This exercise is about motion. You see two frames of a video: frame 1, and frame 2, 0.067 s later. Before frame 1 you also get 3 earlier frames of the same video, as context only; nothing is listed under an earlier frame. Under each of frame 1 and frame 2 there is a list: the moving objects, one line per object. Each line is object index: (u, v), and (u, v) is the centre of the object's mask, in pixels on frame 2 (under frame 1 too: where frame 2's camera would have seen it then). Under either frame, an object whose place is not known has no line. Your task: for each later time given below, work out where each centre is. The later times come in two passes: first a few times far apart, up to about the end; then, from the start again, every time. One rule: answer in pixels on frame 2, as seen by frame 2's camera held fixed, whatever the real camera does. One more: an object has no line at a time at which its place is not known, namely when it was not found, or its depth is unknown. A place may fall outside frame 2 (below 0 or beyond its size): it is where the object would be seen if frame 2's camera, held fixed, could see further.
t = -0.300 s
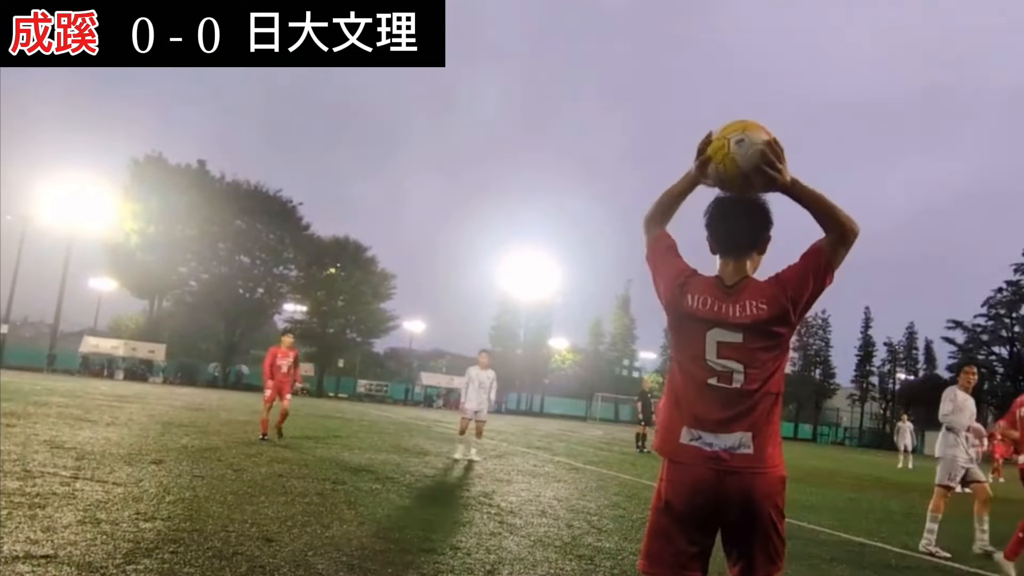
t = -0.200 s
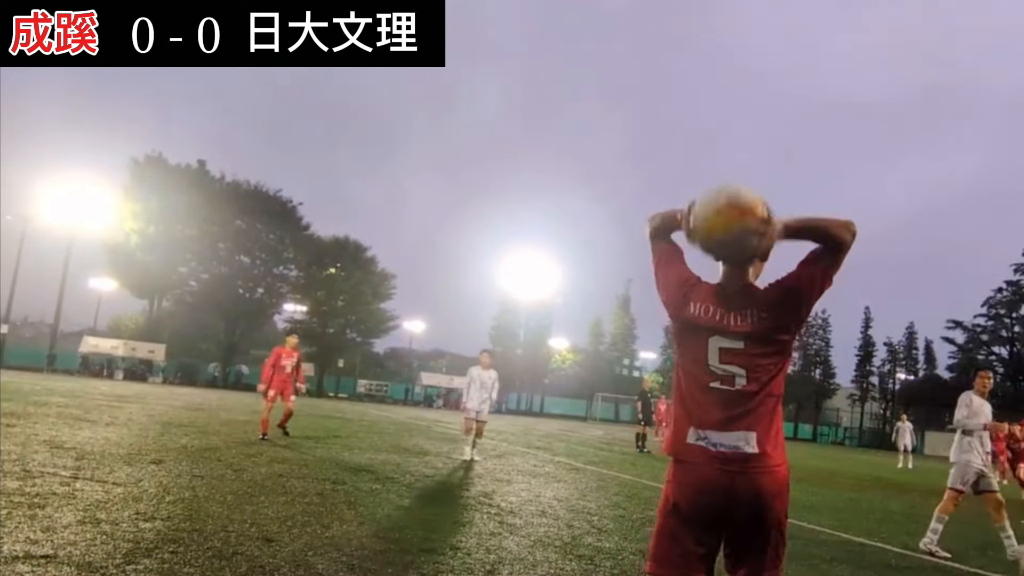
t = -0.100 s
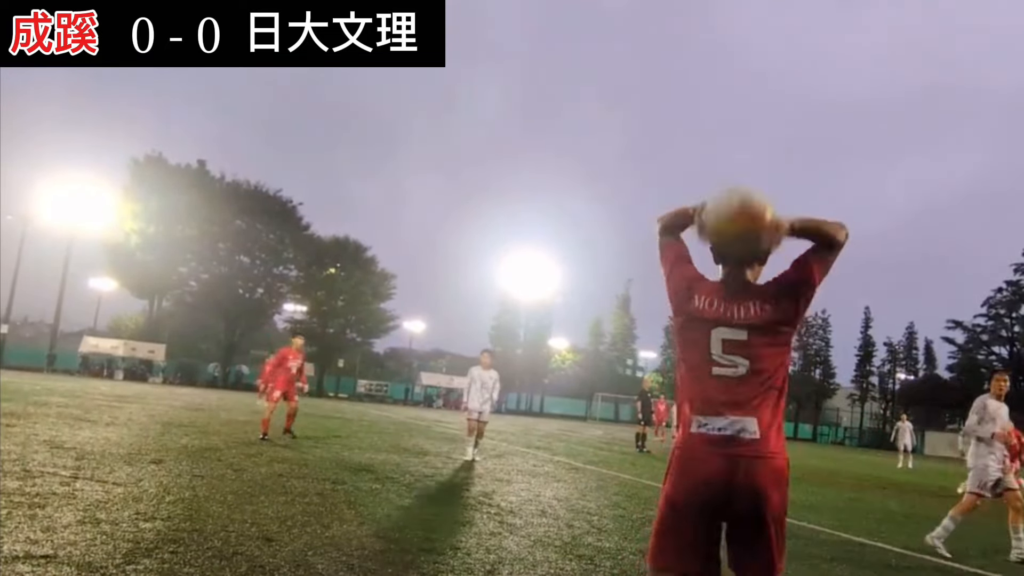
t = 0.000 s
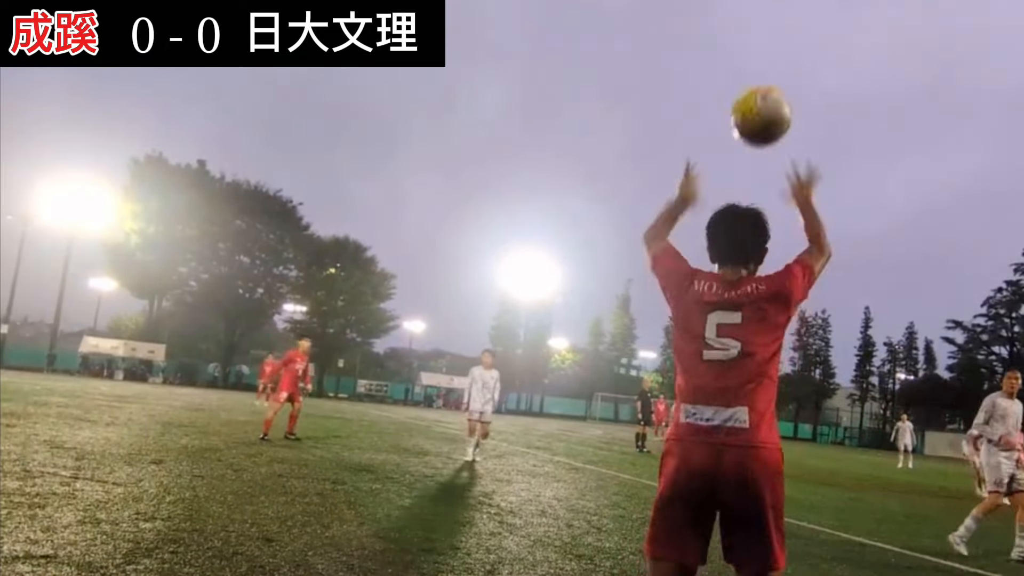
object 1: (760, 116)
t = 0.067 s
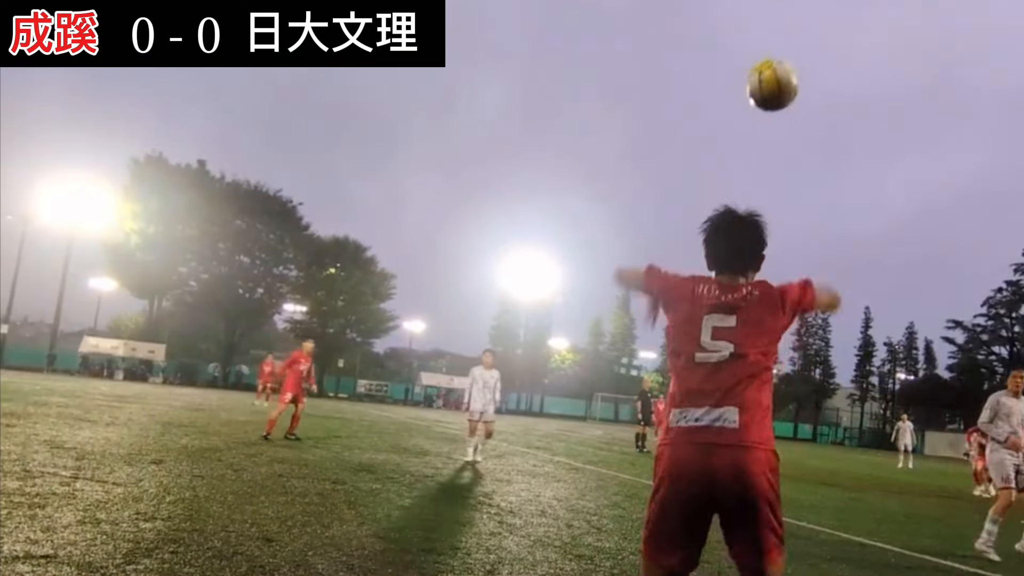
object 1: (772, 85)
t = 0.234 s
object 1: (787, 70)
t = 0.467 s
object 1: (797, 117)
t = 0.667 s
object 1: (798, 185)
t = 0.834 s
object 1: (799, 252)
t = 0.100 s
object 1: (776, 76)
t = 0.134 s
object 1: (779, 71)
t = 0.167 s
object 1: (783, 69)
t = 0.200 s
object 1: (785, 68)
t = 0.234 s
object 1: (787, 70)
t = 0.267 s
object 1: (789, 73)
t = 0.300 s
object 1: (790, 77)
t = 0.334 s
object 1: (792, 84)
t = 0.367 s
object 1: (794, 91)
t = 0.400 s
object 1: (795, 99)
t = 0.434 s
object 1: (796, 107)
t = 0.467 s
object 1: (797, 117)
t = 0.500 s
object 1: (798, 128)
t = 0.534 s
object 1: (798, 138)
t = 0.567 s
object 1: (798, 149)
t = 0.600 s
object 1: (798, 161)
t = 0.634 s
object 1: (798, 173)
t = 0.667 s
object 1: (798, 185)
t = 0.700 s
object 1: (799, 199)
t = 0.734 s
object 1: (799, 211)
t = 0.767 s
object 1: (799, 225)
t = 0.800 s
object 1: (799, 239)
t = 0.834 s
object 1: (799, 252)
